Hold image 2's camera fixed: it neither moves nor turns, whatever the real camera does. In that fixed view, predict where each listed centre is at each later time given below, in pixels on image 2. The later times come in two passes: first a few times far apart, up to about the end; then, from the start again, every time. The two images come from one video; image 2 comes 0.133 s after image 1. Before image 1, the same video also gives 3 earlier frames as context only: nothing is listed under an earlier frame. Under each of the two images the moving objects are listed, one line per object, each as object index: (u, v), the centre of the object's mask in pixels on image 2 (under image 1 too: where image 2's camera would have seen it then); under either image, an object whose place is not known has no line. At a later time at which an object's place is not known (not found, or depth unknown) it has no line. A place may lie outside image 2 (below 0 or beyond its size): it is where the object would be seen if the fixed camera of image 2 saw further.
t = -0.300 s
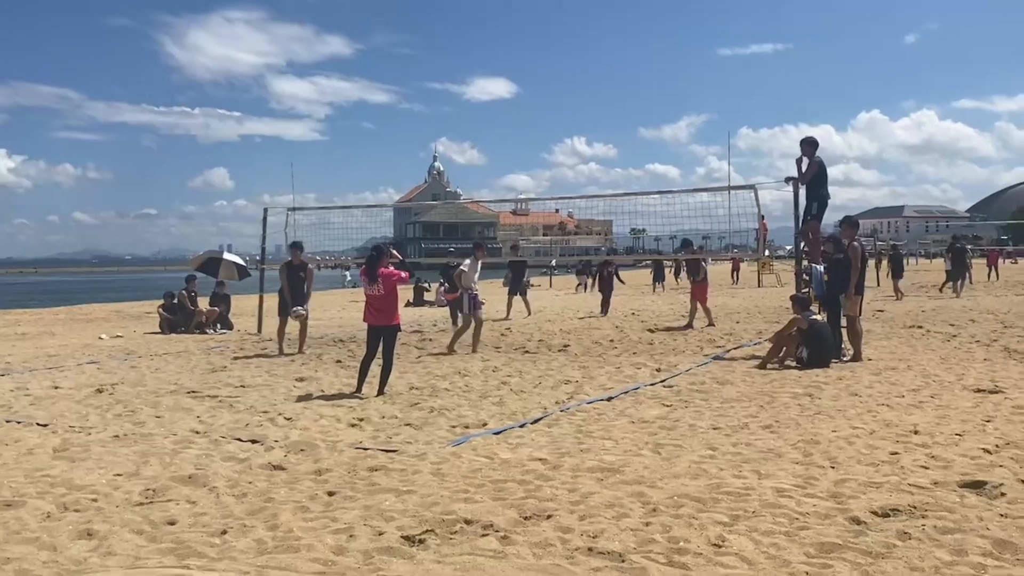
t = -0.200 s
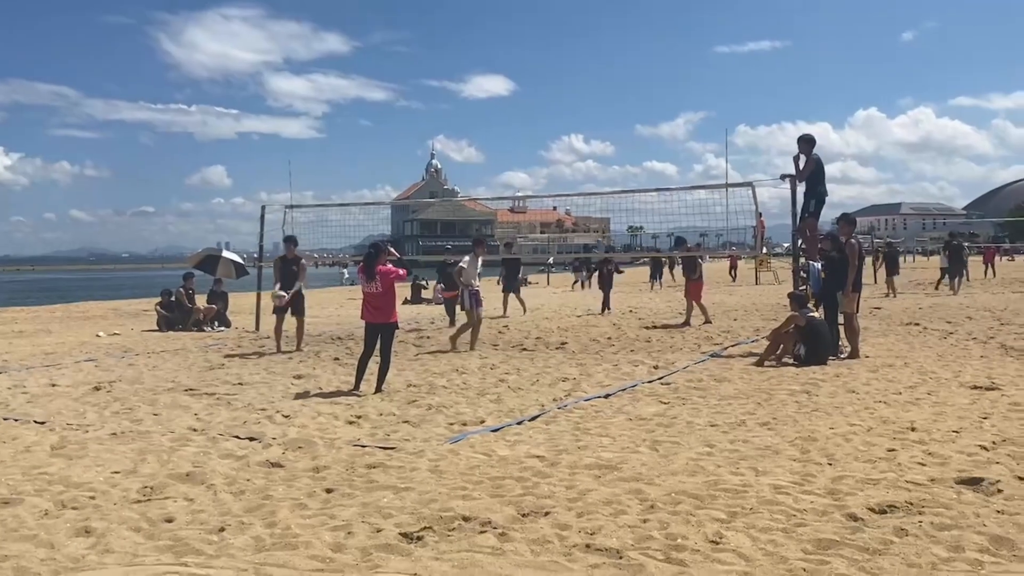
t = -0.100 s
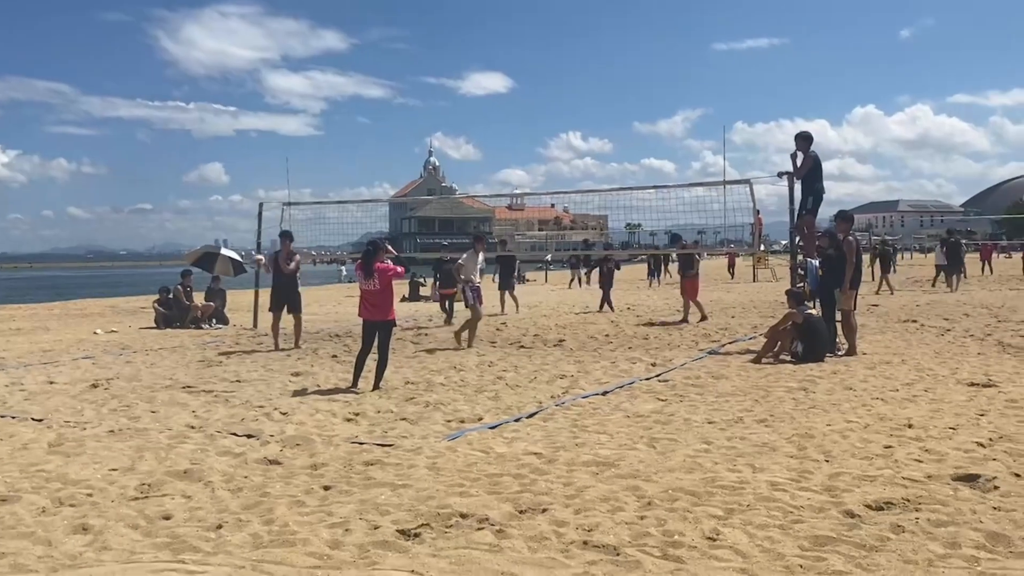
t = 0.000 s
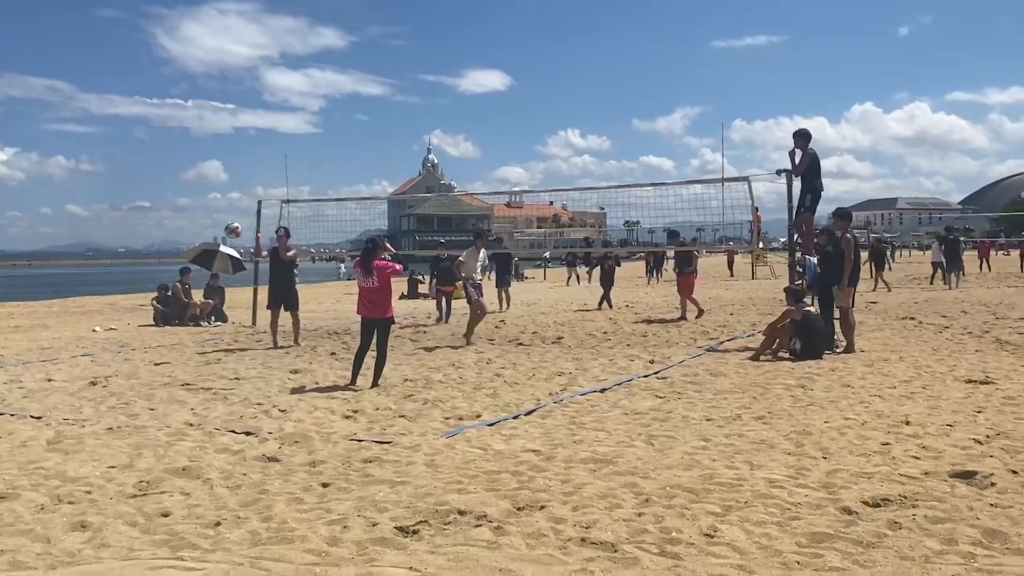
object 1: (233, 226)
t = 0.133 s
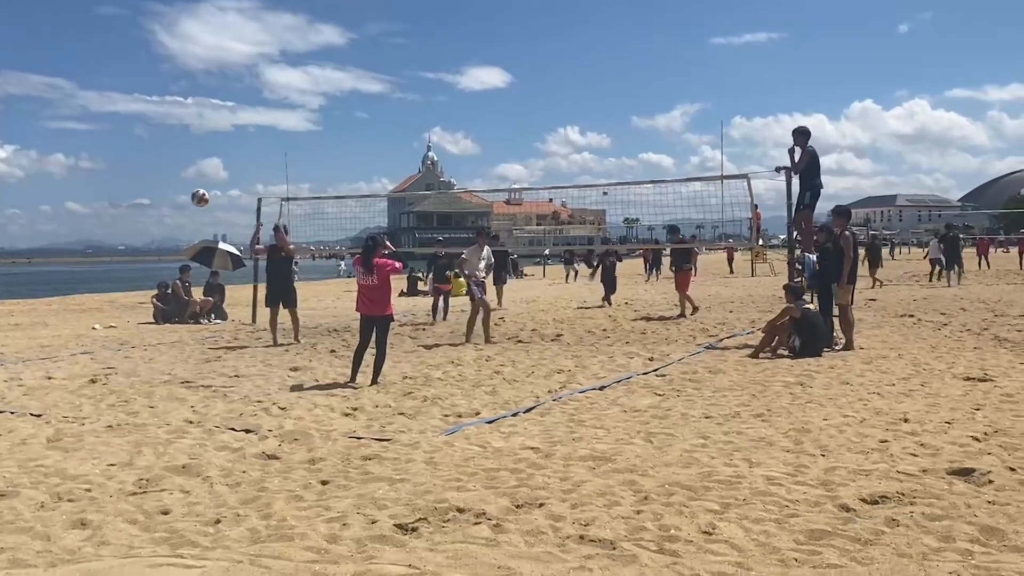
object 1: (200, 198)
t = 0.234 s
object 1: (173, 182)
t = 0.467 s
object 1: (102, 176)
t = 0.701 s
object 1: (13, 223)
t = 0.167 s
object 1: (191, 192)
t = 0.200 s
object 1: (182, 187)
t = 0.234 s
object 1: (173, 182)
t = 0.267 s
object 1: (164, 179)
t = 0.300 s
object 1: (154, 176)
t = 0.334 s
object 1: (145, 174)
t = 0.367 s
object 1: (134, 173)
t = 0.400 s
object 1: (124, 173)
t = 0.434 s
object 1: (113, 174)
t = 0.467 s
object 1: (102, 176)
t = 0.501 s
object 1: (90, 179)
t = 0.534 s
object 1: (78, 183)
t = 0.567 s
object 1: (66, 188)
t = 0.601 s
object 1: (53, 195)
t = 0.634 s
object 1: (40, 203)
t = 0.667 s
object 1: (27, 212)
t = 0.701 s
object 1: (13, 223)
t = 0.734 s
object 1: (3, 235)
